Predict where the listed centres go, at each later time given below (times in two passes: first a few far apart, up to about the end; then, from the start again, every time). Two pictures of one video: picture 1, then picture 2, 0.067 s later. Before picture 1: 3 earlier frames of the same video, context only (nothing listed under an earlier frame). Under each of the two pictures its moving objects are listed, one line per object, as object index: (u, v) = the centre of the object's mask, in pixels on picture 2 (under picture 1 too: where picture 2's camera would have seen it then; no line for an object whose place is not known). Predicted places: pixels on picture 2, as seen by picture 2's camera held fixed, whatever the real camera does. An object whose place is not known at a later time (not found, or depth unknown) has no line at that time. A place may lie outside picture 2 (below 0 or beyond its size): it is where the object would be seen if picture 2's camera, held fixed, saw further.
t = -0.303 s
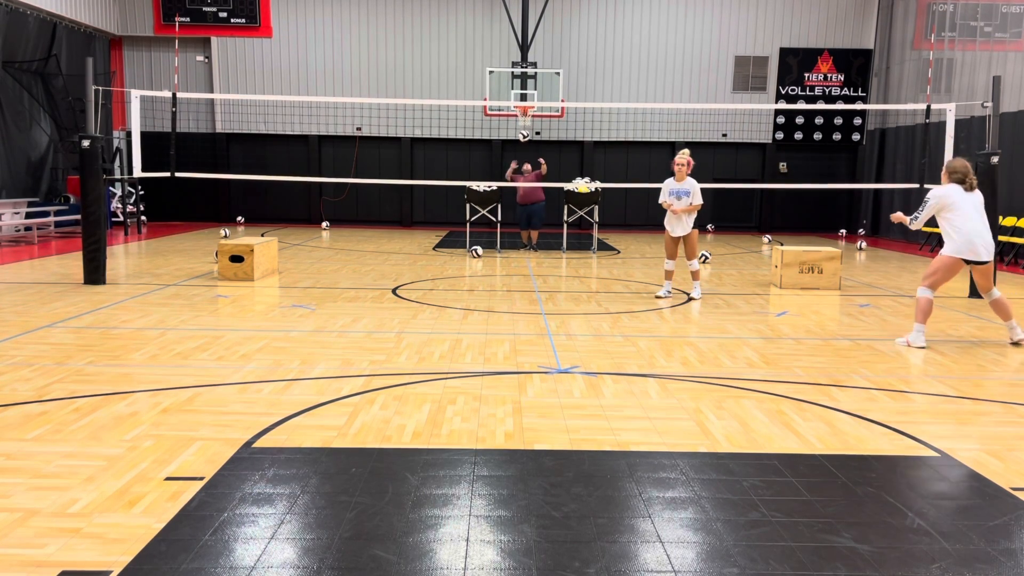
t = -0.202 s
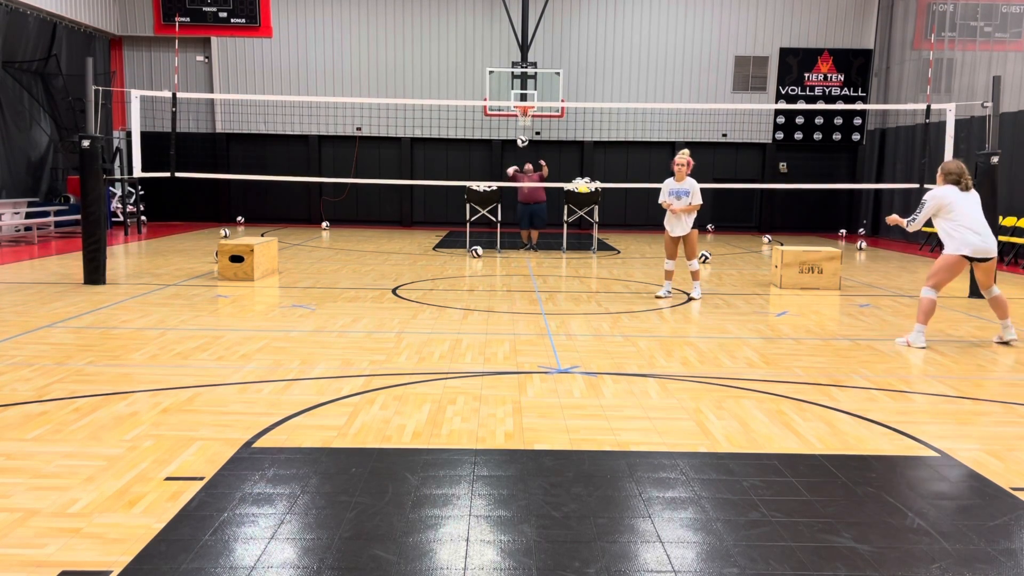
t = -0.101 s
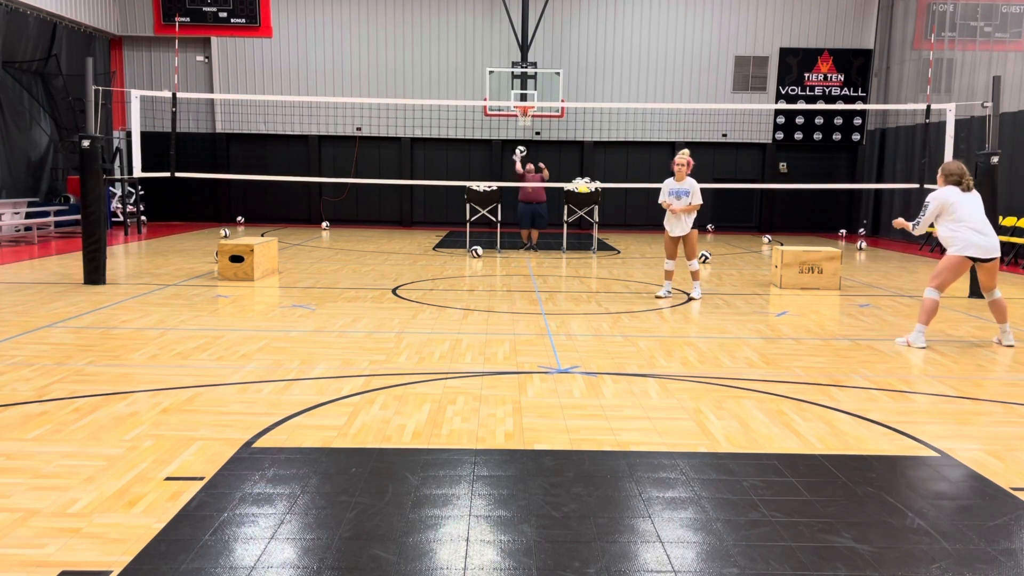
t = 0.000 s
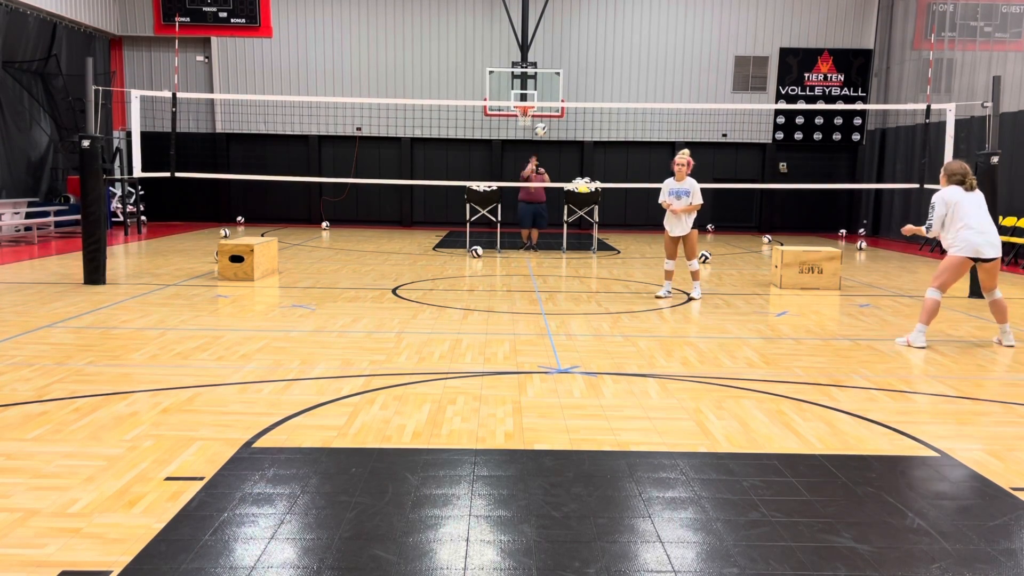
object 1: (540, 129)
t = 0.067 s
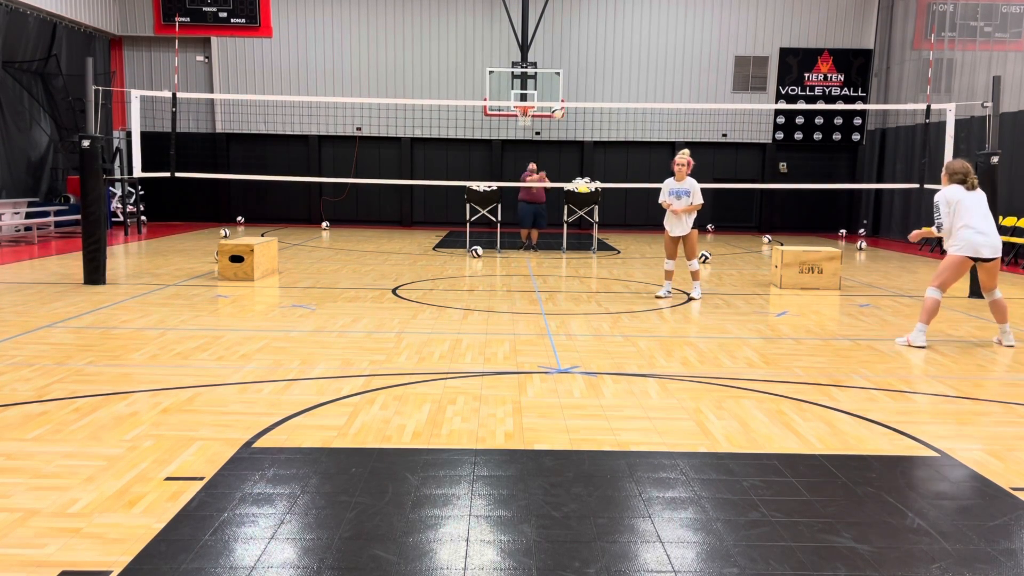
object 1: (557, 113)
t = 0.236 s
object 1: (603, 76)
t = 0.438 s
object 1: (662, 49)
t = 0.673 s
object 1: (740, 51)
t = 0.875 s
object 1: (818, 91)
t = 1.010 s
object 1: (879, 141)
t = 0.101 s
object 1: (566, 103)
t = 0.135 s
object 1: (575, 96)
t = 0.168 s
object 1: (583, 89)
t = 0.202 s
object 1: (593, 82)
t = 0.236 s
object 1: (603, 76)
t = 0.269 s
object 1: (612, 70)
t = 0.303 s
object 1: (621, 64)
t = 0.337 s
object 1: (631, 59)
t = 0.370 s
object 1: (641, 55)
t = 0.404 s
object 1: (652, 52)
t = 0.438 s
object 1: (662, 49)
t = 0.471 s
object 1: (672, 47)
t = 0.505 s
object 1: (683, 45)
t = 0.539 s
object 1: (694, 45)
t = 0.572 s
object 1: (705, 45)
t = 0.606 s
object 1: (716, 46)
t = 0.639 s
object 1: (728, 48)
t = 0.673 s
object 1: (740, 51)
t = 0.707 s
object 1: (752, 55)
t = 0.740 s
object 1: (765, 60)
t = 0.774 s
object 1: (778, 66)
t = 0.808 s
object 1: (791, 74)
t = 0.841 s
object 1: (804, 81)
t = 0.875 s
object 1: (818, 91)
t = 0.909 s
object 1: (833, 101)
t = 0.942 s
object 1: (848, 114)
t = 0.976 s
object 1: (863, 126)
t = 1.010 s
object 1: (879, 141)
